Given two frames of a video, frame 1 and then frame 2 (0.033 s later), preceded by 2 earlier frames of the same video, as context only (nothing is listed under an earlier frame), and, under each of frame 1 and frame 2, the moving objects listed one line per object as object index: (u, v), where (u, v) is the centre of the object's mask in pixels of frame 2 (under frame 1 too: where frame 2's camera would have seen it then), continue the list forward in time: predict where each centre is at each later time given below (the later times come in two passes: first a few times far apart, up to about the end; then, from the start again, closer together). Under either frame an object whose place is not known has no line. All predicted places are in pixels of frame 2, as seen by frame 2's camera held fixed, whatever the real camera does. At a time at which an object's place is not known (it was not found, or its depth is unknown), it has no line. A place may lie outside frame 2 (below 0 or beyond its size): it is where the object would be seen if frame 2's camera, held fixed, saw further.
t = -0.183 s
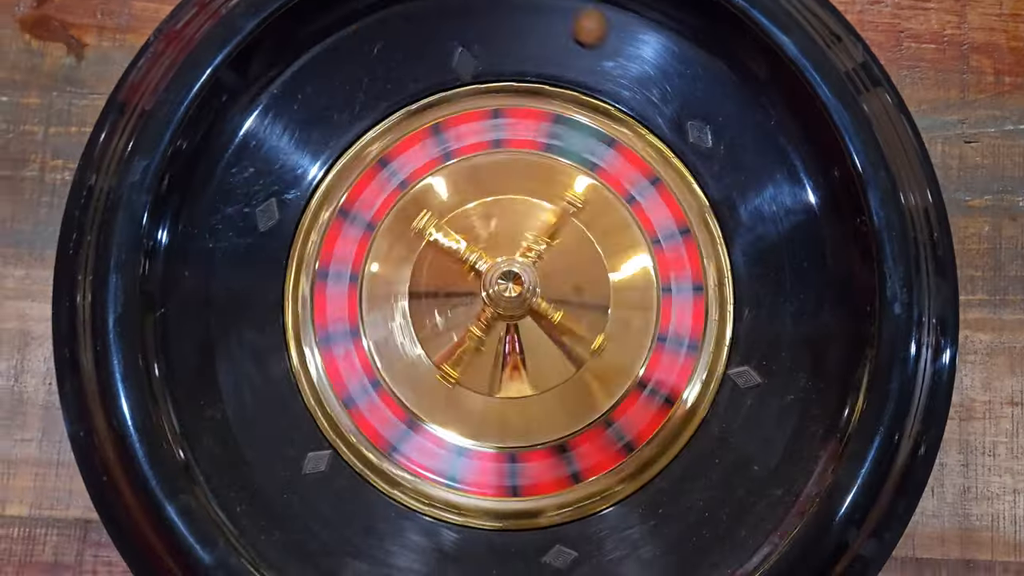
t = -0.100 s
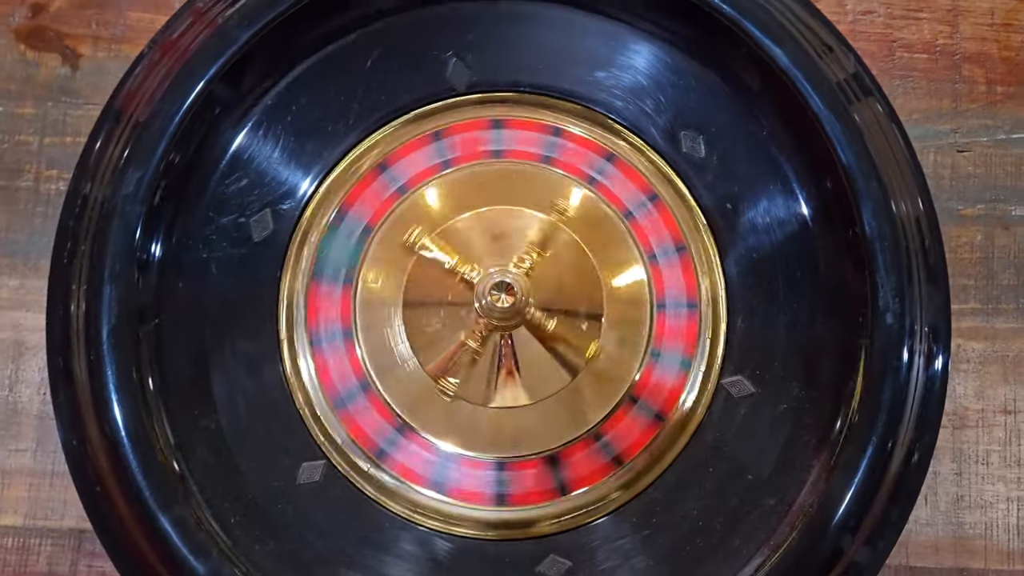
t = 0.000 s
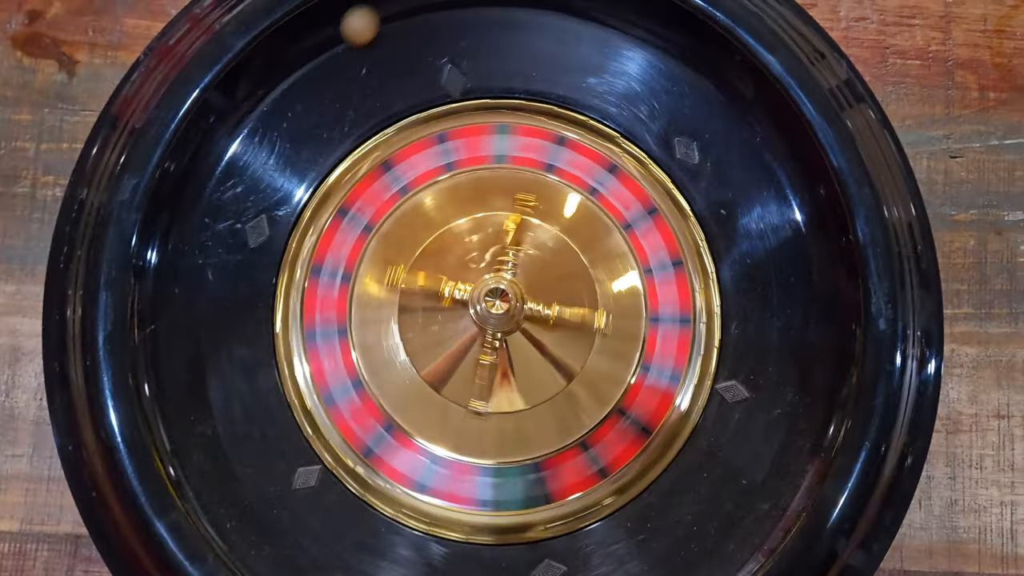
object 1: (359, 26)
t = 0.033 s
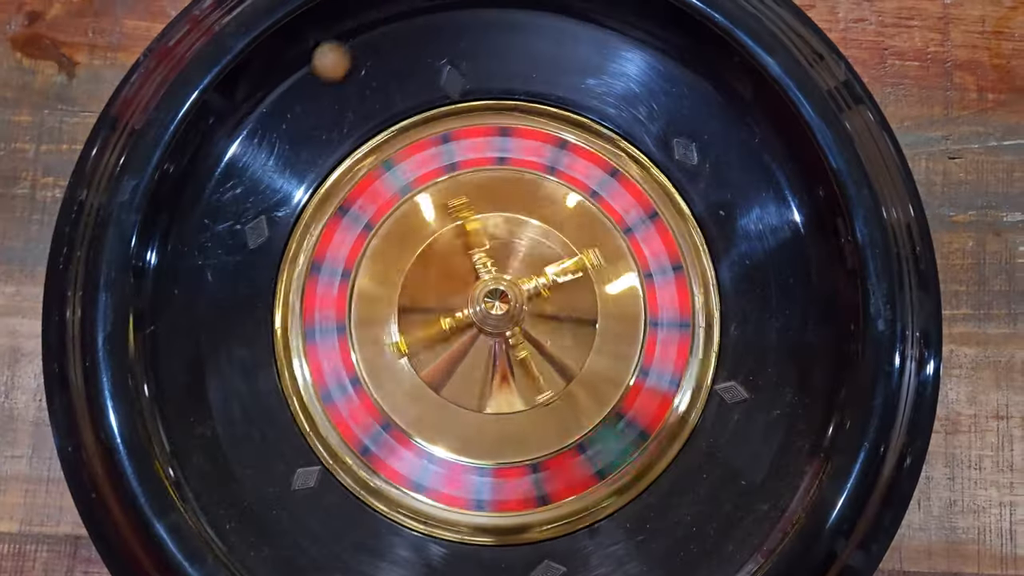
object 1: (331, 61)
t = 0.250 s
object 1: (209, 378)
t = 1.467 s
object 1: (182, 440)
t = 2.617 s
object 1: (237, 380)
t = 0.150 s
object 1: (284, 217)
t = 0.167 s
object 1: (277, 242)
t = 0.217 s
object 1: (225, 324)
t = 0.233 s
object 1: (215, 351)
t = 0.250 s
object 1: (209, 378)
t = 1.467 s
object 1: (182, 440)
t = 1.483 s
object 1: (197, 461)
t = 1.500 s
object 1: (217, 476)
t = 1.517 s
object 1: (237, 490)
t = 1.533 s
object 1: (258, 503)
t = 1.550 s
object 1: (280, 514)
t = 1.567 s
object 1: (304, 523)
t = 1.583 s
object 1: (327, 531)
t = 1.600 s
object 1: (353, 538)
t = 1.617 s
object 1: (378, 543)
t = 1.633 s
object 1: (404, 547)
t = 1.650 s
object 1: (431, 548)
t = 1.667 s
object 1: (460, 548)
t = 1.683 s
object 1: (487, 548)
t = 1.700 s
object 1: (527, 559)
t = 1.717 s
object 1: (568, 567)
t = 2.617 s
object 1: (237, 380)
